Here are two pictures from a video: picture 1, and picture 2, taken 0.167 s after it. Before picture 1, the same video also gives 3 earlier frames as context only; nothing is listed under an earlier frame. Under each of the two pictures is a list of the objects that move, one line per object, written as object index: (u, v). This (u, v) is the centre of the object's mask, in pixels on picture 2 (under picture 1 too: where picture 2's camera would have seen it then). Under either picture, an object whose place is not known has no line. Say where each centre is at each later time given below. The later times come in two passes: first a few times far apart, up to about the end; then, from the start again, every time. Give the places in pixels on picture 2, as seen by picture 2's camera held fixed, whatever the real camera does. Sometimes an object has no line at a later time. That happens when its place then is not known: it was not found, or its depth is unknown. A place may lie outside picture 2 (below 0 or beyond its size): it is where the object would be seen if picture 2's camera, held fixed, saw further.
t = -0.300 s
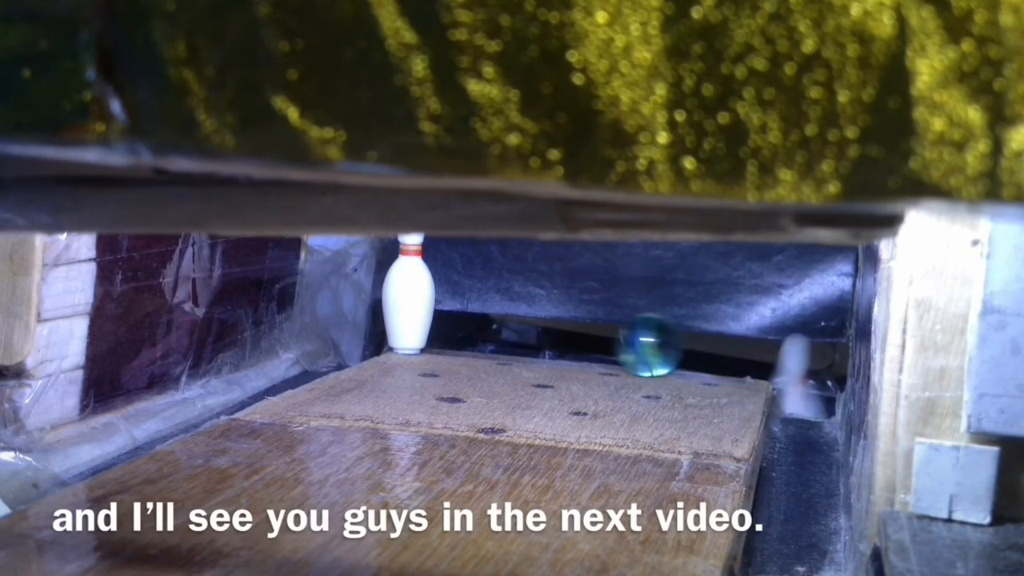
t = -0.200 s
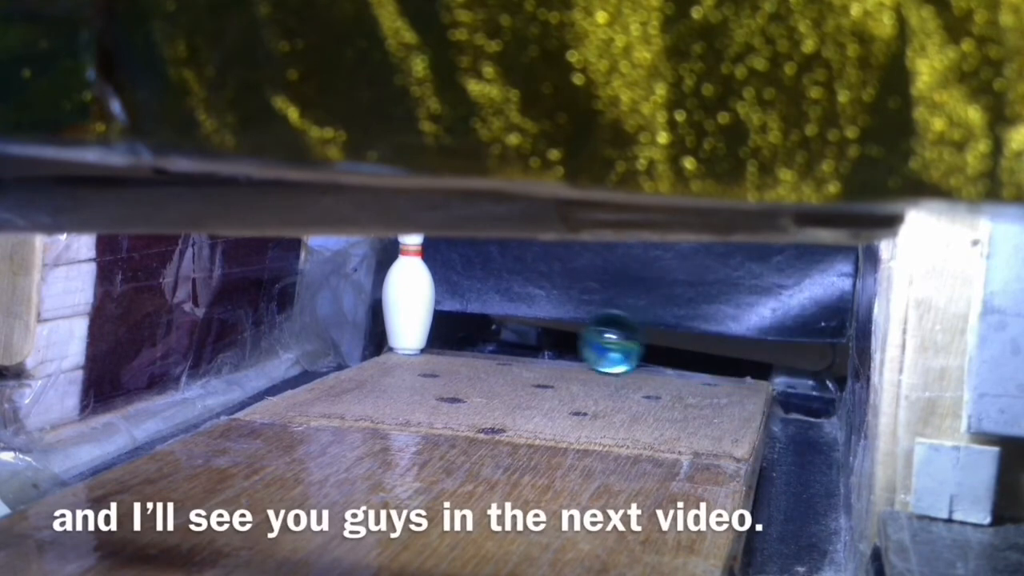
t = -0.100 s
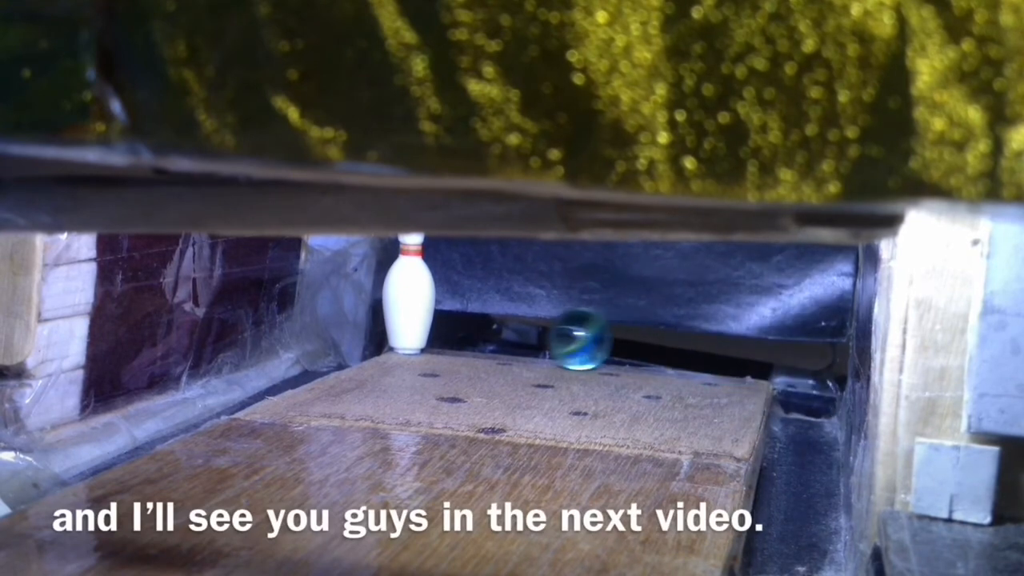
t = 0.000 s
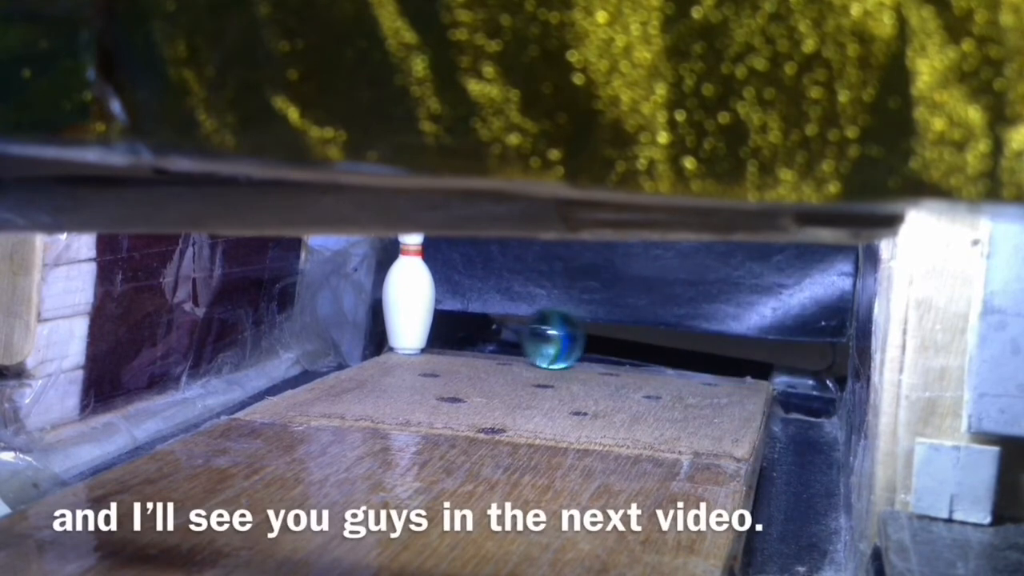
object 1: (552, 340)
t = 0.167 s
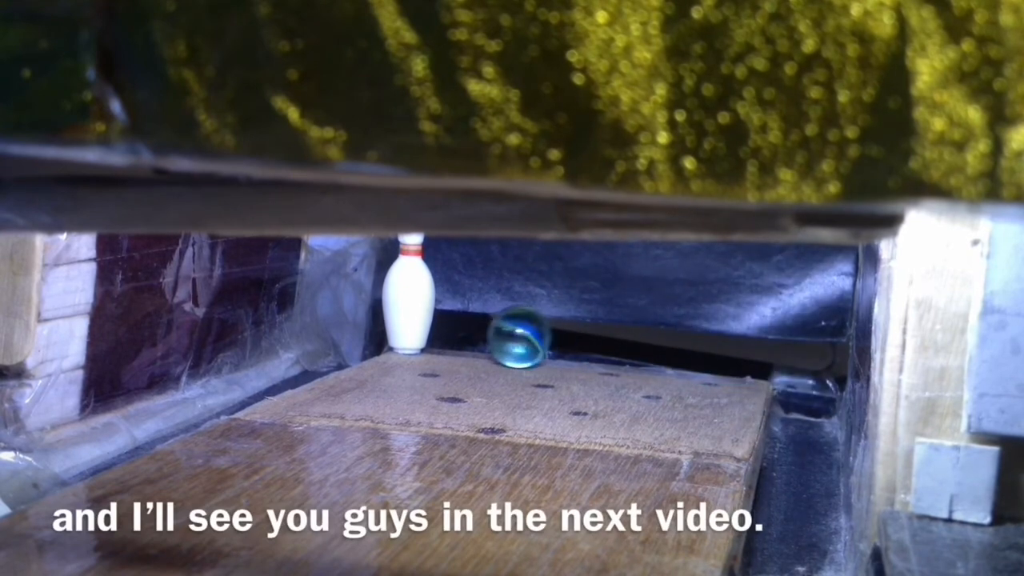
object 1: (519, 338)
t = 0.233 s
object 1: (510, 337)
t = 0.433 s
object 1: (501, 339)
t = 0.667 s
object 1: (517, 346)
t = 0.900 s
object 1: (549, 356)
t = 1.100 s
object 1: (575, 368)
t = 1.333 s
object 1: (605, 384)
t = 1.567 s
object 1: (650, 403)
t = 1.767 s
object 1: (688, 420)
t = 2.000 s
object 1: (748, 443)
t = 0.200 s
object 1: (514, 338)
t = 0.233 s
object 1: (510, 337)
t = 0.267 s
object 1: (507, 337)
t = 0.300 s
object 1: (504, 338)
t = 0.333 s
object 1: (502, 338)
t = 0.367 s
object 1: (500, 338)
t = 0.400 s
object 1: (500, 339)
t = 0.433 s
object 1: (501, 339)
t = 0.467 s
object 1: (502, 340)
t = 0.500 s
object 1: (504, 341)
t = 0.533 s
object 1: (506, 342)
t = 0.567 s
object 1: (508, 342)
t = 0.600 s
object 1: (510, 344)
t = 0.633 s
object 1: (514, 345)
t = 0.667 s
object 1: (517, 346)
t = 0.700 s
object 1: (521, 347)
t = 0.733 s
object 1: (525, 348)
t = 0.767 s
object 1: (530, 350)
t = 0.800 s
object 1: (534, 351)
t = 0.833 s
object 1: (539, 353)
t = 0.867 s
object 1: (544, 354)
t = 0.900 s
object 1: (549, 356)
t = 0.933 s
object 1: (554, 357)
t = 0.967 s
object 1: (559, 359)
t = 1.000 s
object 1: (563, 361)
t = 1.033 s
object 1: (567, 363)
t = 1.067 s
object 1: (571, 366)
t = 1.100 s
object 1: (575, 368)
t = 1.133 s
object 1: (580, 370)
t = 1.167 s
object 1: (585, 372)
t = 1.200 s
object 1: (590, 374)
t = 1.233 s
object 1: (594, 376)
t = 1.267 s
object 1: (598, 379)
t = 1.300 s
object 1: (602, 381)
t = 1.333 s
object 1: (605, 384)
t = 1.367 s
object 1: (610, 386)
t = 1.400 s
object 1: (615, 389)
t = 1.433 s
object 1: (621, 392)
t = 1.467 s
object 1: (628, 395)
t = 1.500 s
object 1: (635, 397)
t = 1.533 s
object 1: (643, 400)
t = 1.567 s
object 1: (650, 403)
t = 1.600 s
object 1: (658, 406)
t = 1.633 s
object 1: (664, 409)
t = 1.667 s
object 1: (672, 412)
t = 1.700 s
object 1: (679, 415)
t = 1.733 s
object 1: (684, 417)
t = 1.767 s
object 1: (688, 420)
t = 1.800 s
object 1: (692, 422)
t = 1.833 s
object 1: (699, 425)
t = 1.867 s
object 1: (707, 428)
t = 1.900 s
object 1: (715, 431)
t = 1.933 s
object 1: (724, 434)
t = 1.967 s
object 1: (734, 438)
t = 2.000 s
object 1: (748, 443)
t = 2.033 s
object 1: (770, 455)
